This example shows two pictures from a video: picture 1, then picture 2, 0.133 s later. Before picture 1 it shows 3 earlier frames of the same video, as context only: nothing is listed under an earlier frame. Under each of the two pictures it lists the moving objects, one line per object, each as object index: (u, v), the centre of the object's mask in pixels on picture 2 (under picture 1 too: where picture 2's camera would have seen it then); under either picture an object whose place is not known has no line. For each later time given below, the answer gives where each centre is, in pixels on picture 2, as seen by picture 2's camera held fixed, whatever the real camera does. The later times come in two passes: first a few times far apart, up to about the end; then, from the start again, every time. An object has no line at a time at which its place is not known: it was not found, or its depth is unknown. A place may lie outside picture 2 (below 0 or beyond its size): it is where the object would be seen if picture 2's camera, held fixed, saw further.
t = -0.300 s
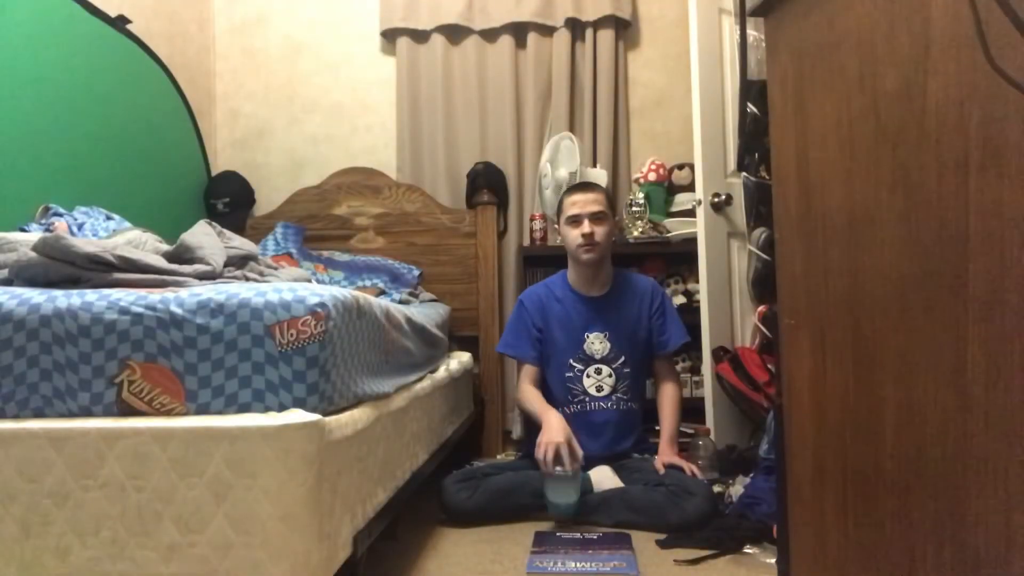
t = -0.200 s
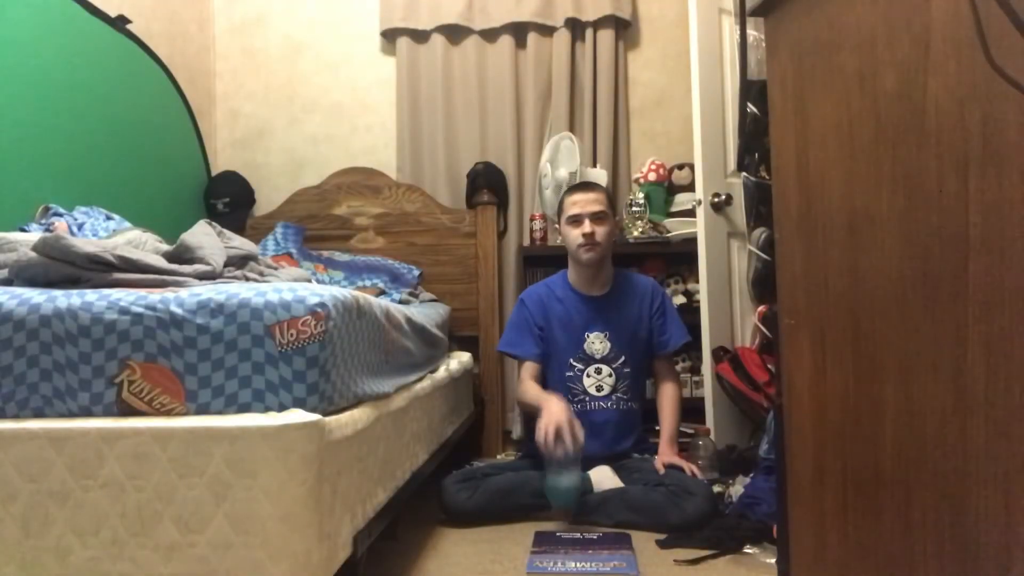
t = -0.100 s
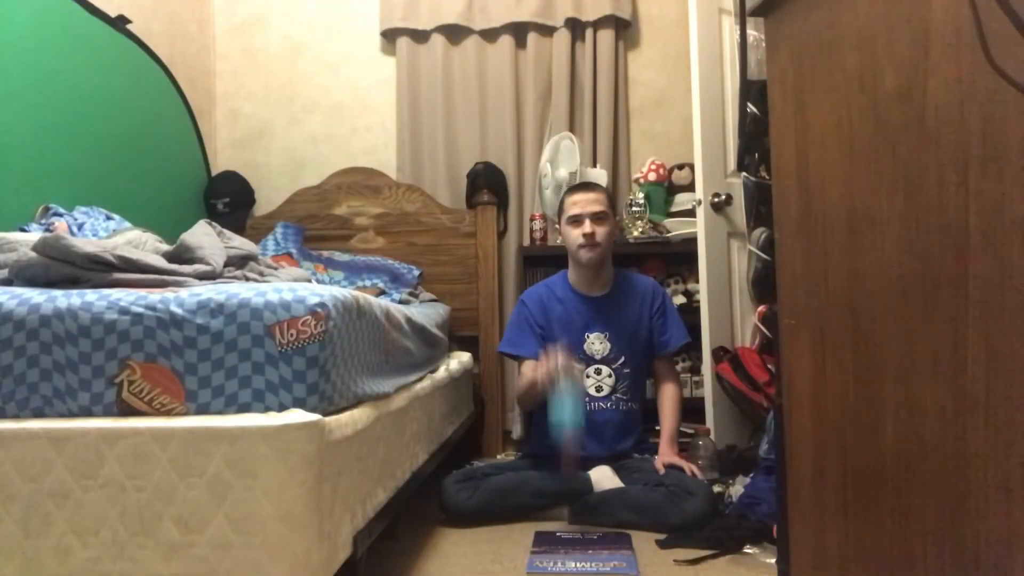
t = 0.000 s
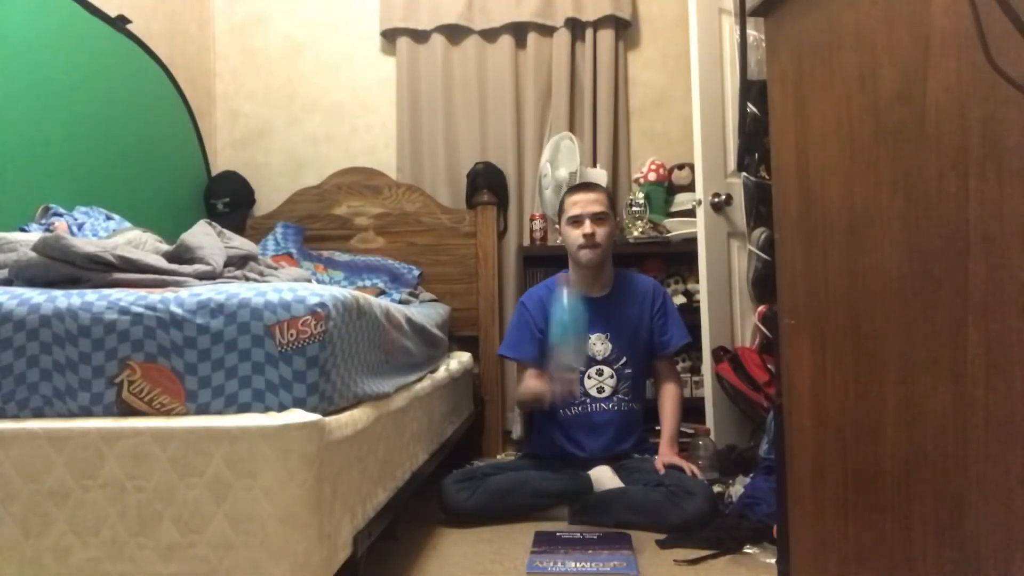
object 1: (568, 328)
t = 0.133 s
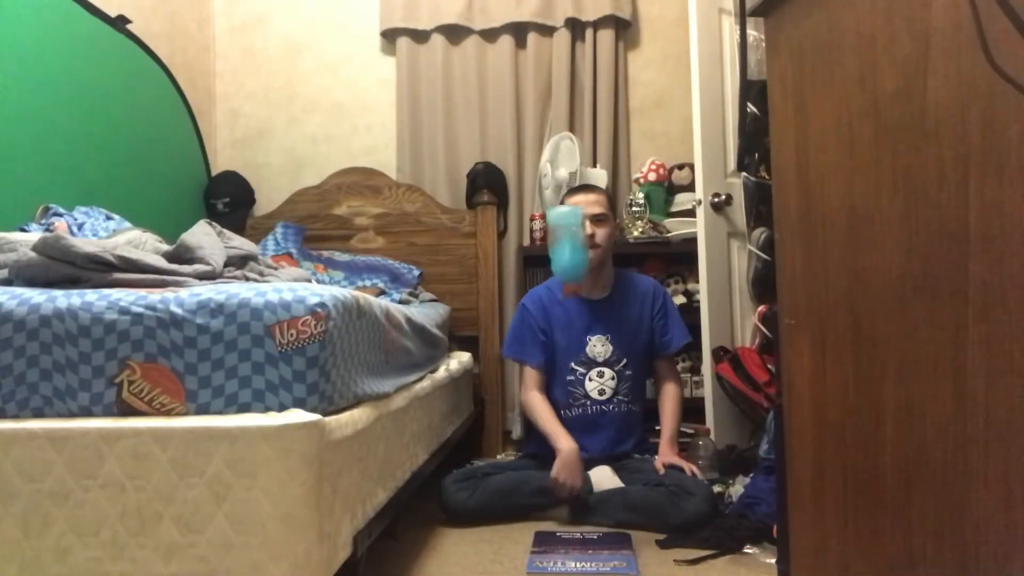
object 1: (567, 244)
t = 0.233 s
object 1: (570, 269)
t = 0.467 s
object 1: (580, 431)
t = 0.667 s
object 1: (581, 488)
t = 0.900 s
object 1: (583, 487)
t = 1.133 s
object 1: (582, 487)
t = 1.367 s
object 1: (581, 487)
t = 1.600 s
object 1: (582, 487)
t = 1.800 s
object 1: (582, 488)
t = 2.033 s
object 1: (582, 487)
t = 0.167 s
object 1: (566, 242)
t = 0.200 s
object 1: (567, 253)
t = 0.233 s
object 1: (570, 269)
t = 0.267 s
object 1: (571, 285)
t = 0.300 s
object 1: (572, 300)
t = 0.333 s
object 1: (574, 319)
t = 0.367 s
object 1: (576, 340)
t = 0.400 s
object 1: (577, 368)
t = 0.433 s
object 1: (580, 400)
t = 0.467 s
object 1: (580, 431)
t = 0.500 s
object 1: (582, 477)
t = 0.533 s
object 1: (581, 489)
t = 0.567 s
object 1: (582, 489)
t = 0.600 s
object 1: (581, 488)
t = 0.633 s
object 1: (581, 488)
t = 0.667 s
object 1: (581, 488)
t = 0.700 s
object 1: (581, 488)
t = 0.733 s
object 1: (581, 488)
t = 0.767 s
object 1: (580, 488)
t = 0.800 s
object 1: (580, 488)
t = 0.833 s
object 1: (581, 488)
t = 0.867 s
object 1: (582, 488)
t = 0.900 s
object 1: (583, 487)
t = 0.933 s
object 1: (583, 487)
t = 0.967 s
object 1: (583, 487)
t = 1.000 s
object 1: (583, 487)
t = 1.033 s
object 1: (582, 487)
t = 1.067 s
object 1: (582, 487)
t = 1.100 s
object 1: (582, 487)
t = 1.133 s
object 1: (582, 487)
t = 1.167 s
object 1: (582, 487)
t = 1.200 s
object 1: (581, 488)
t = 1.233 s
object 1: (581, 488)
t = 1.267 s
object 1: (580, 488)
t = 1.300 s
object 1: (580, 488)
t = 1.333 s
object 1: (581, 487)
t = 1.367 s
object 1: (581, 487)
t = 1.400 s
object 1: (582, 488)
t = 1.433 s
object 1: (582, 487)
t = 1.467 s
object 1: (582, 487)
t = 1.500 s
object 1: (582, 487)
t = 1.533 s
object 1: (582, 487)
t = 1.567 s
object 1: (582, 487)
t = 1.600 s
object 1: (582, 487)
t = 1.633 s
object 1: (582, 488)
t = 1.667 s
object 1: (582, 488)
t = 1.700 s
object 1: (582, 488)
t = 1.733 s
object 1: (581, 488)
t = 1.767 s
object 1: (581, 488)
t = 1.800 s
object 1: (582, 488)
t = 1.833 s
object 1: (582, 488)
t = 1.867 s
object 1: (582, 488)
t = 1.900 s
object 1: (582, 488)
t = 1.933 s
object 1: (582, 487)
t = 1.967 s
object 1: (582, 487)
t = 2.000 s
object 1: (582, 487)
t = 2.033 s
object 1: (582, 487)
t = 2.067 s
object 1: (582, 487)
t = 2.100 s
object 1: (582, 487)
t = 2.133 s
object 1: (582, 487)
